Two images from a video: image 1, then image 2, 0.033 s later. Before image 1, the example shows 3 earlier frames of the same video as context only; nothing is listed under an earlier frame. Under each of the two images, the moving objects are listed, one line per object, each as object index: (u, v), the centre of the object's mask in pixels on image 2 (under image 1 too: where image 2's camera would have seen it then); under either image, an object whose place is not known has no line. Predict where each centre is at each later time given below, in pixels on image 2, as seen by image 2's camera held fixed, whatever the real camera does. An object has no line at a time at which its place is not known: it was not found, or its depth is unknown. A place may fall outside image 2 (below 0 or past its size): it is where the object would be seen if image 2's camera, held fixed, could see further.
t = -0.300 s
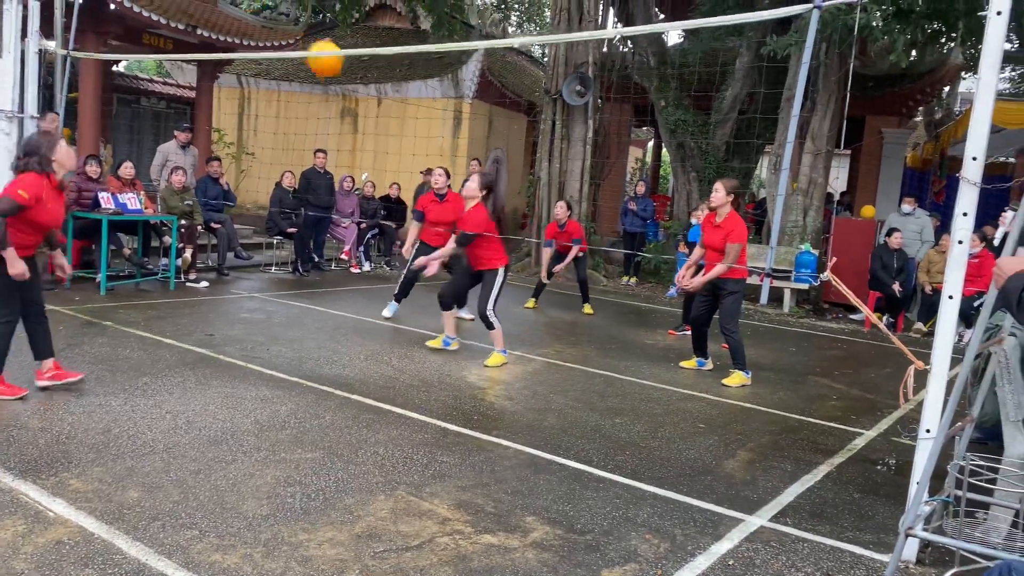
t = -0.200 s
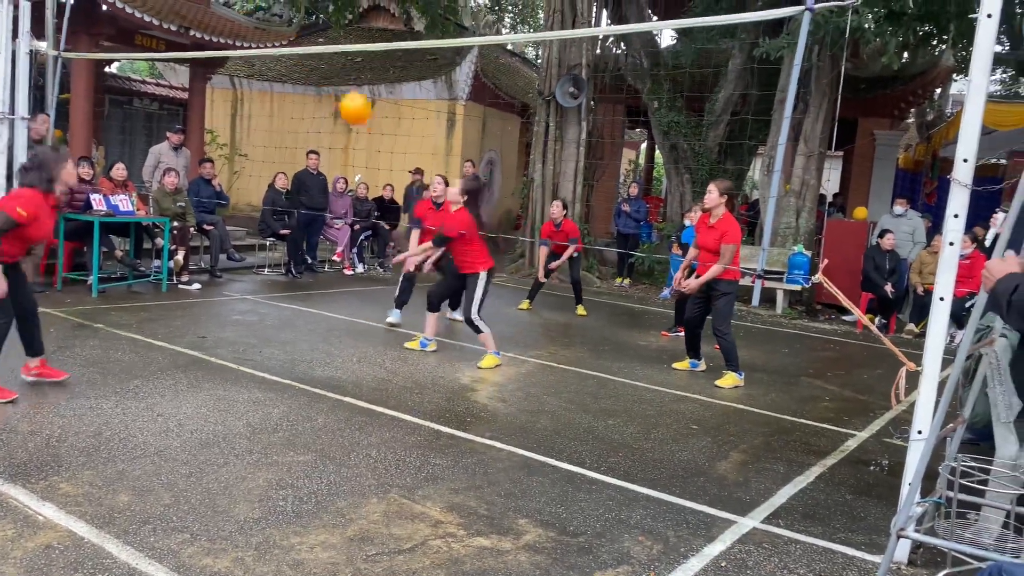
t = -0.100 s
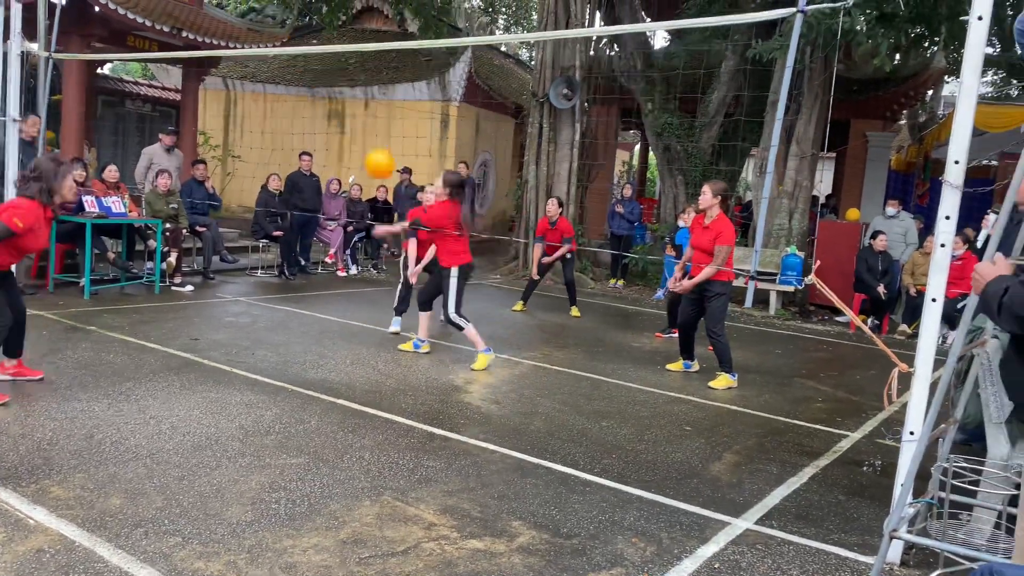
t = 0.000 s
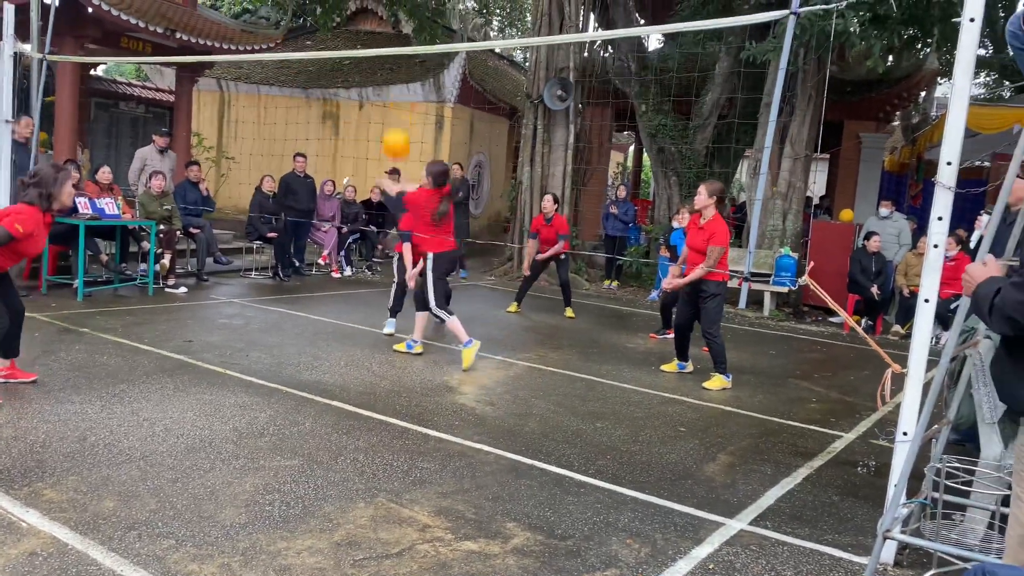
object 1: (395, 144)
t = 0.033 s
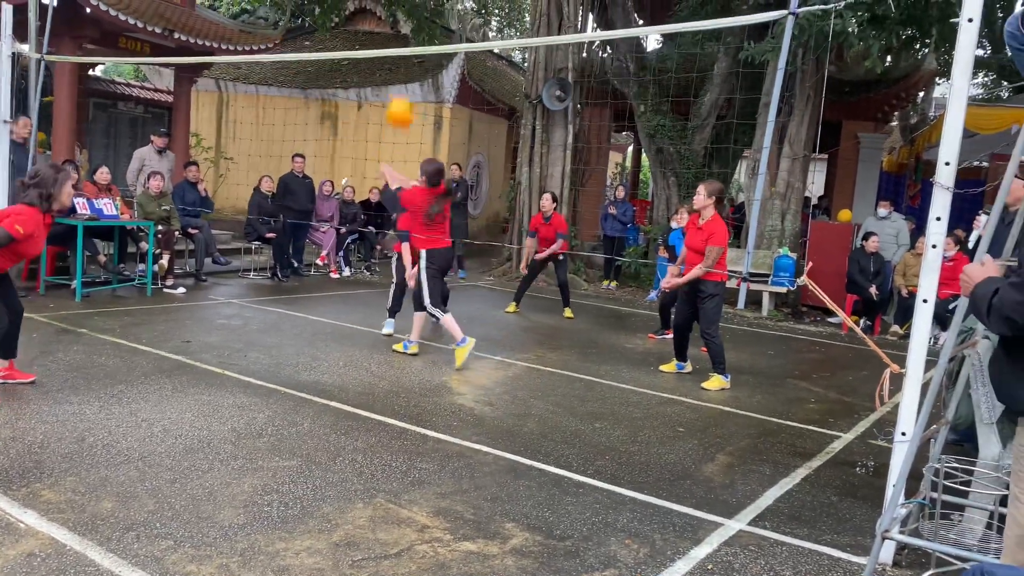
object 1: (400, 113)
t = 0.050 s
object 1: (403, 97)
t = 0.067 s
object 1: (405, 82)
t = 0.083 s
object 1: (408, 69)
